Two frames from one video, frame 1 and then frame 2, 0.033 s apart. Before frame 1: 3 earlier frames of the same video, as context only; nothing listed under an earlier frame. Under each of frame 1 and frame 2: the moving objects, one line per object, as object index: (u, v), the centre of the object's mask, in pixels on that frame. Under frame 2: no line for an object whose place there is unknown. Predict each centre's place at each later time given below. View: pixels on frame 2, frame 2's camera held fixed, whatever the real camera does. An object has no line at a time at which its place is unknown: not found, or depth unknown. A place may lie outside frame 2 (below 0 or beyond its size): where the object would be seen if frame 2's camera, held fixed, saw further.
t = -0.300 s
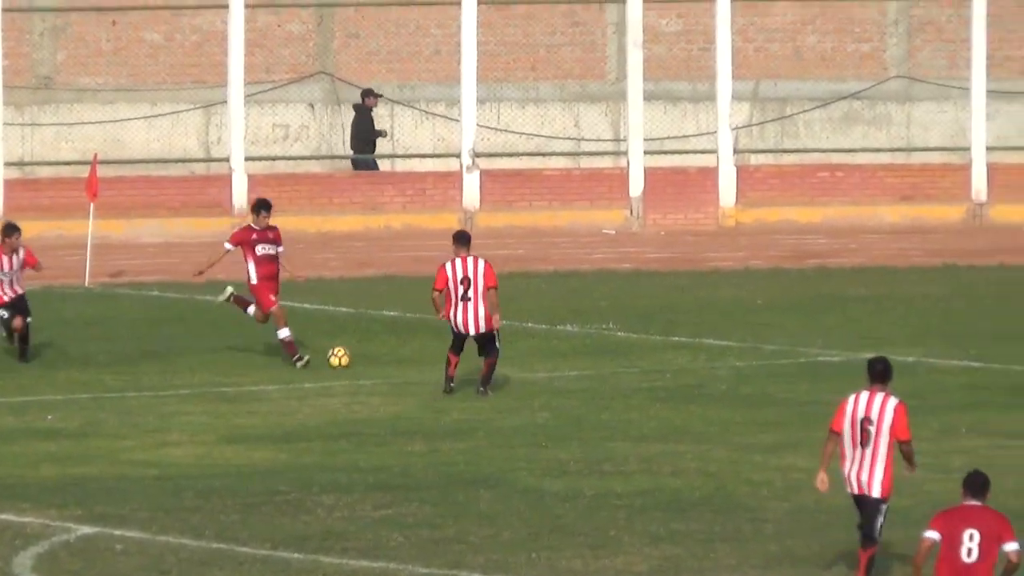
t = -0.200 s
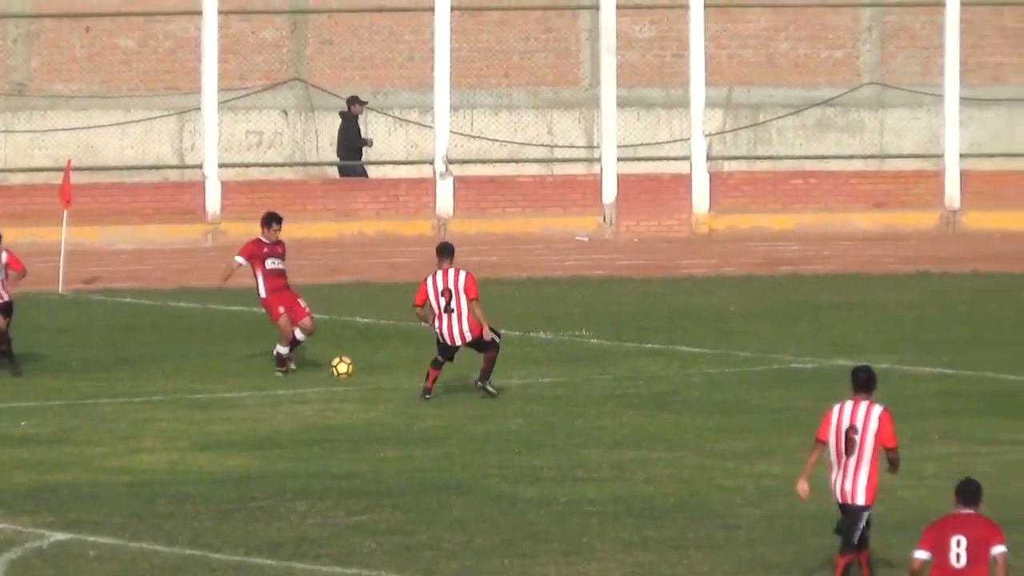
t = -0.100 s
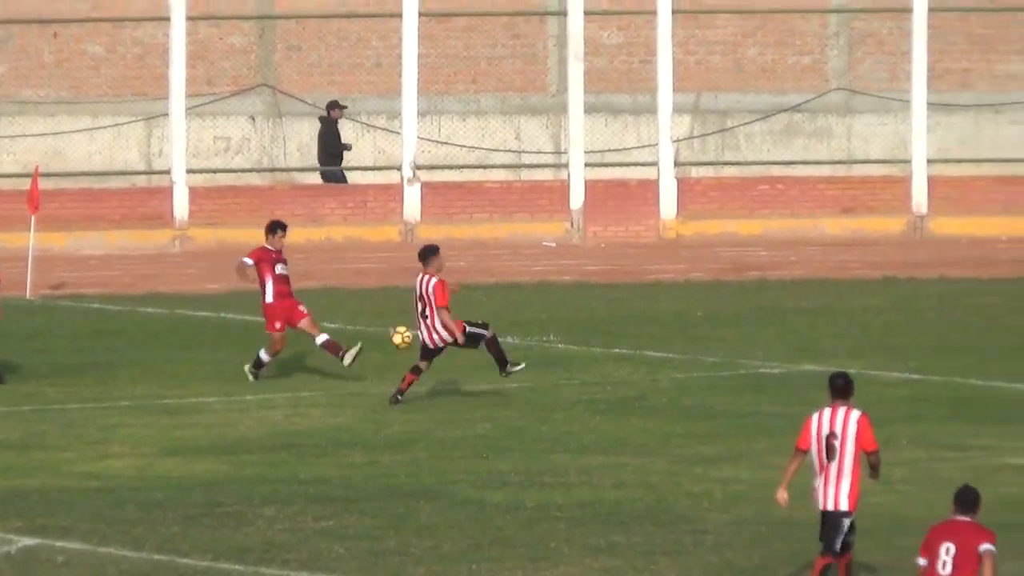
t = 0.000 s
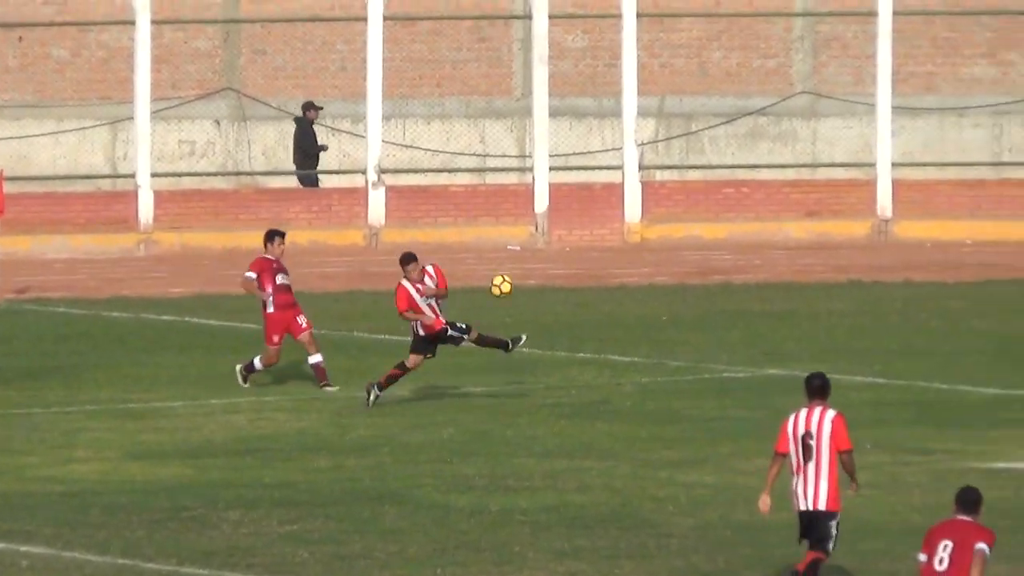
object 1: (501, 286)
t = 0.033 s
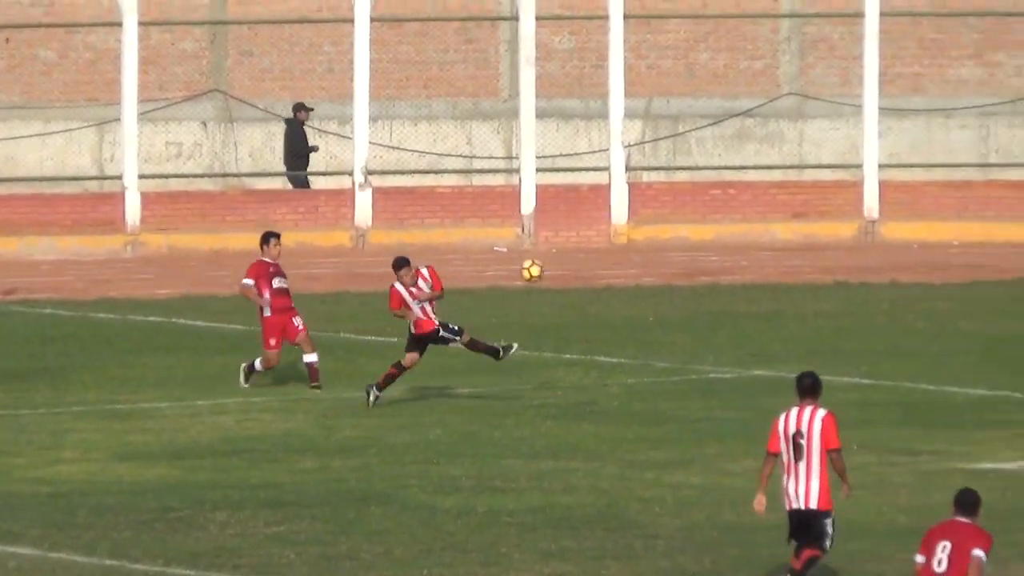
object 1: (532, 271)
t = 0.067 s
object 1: (571, 253)
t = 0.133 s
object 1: (644, 229)
